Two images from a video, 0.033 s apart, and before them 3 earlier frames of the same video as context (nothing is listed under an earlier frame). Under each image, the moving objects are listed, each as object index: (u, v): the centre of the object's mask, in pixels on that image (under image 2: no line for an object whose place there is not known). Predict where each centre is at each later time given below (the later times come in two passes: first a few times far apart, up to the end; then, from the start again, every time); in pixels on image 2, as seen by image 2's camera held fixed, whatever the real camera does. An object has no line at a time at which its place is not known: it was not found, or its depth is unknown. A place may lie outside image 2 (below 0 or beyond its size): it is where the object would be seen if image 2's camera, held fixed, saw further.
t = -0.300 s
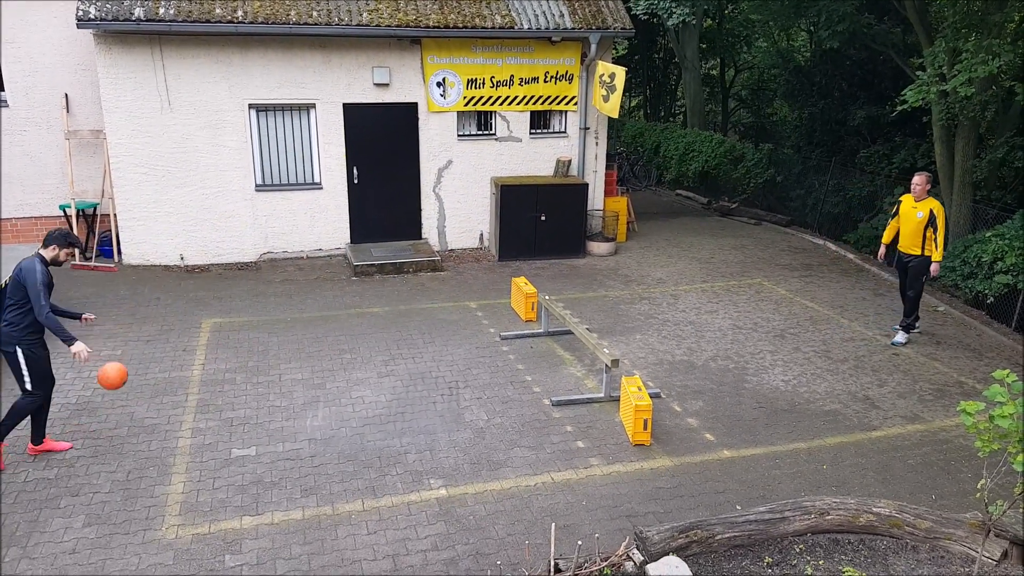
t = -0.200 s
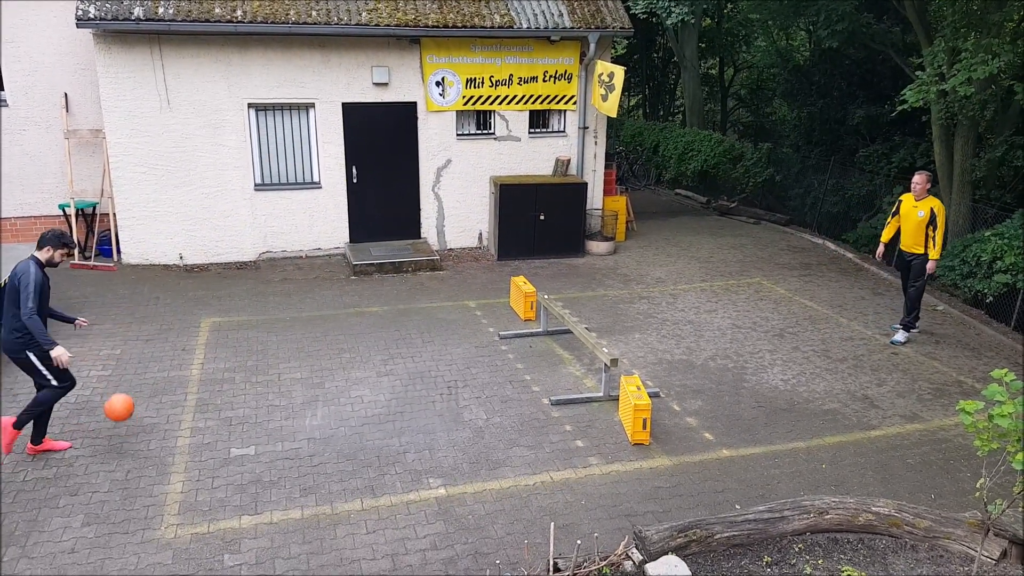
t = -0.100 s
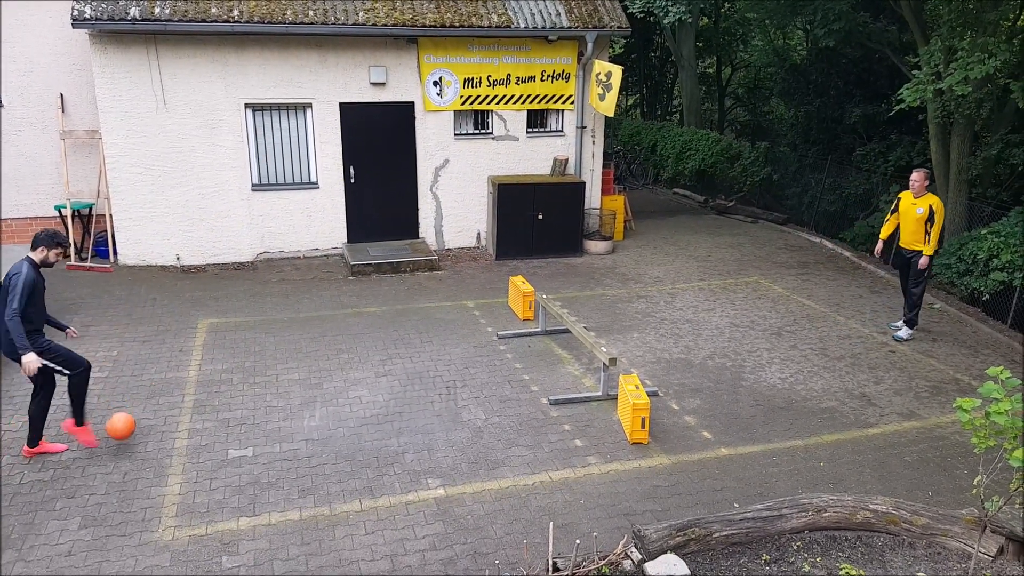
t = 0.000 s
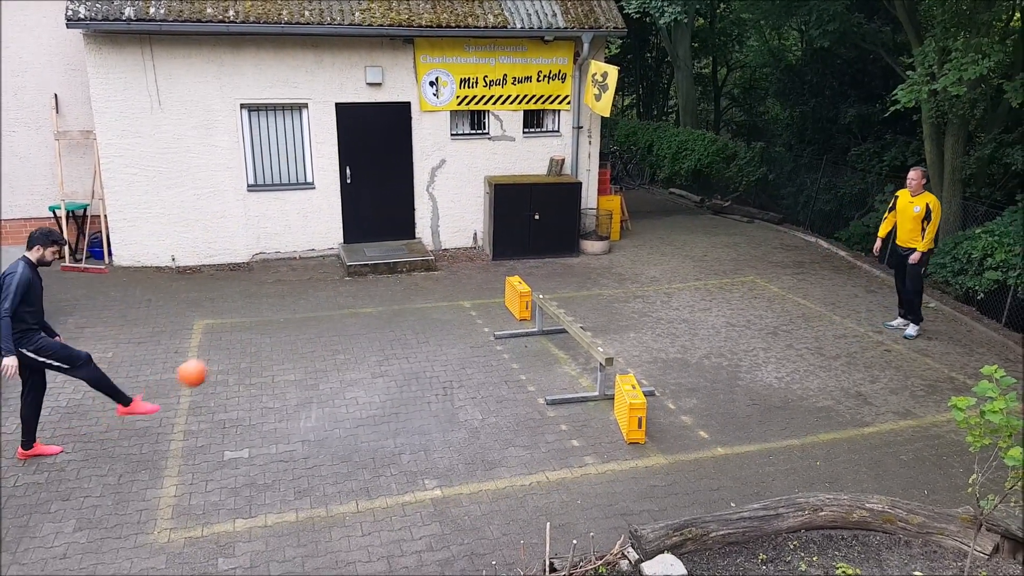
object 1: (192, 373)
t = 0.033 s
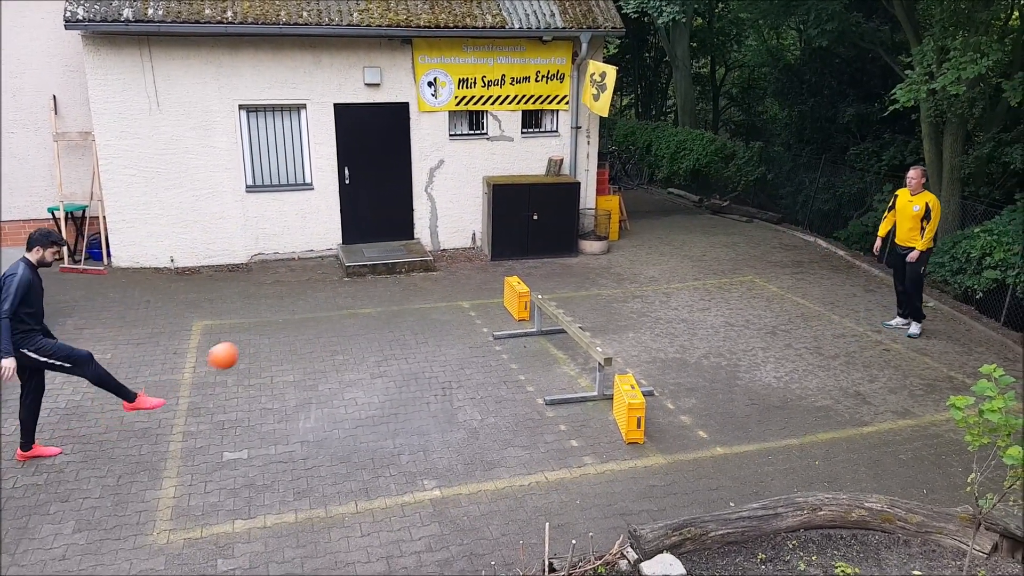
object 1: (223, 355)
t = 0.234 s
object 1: (402, 276)
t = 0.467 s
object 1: (577, 241)
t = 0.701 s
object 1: (722, 256)
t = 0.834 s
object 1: (793, 283)
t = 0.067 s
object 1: (254, 339)
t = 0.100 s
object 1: (285, 323)
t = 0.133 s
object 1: (315, 310)
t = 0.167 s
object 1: (345, 297)
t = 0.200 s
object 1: (374, 286)
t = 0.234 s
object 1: (402, 276)
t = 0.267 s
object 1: (429, 267)
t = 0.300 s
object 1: (454, 260)
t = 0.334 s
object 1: (481, 254)
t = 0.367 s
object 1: (506, 249)
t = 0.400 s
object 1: (530, 246)
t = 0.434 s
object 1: (554, 243)
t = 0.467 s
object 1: (577, 241)
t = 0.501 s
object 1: (600, 240)
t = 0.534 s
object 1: (622, 240)
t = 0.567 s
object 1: (644, 241)
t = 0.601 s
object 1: (664, 244)
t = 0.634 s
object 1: (683, 247)
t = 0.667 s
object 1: (703, 251)
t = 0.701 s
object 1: (722, 256)
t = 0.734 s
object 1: (741, 262)
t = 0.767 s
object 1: (759, 268)
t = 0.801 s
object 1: (777, 275)
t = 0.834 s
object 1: (793, 283)
